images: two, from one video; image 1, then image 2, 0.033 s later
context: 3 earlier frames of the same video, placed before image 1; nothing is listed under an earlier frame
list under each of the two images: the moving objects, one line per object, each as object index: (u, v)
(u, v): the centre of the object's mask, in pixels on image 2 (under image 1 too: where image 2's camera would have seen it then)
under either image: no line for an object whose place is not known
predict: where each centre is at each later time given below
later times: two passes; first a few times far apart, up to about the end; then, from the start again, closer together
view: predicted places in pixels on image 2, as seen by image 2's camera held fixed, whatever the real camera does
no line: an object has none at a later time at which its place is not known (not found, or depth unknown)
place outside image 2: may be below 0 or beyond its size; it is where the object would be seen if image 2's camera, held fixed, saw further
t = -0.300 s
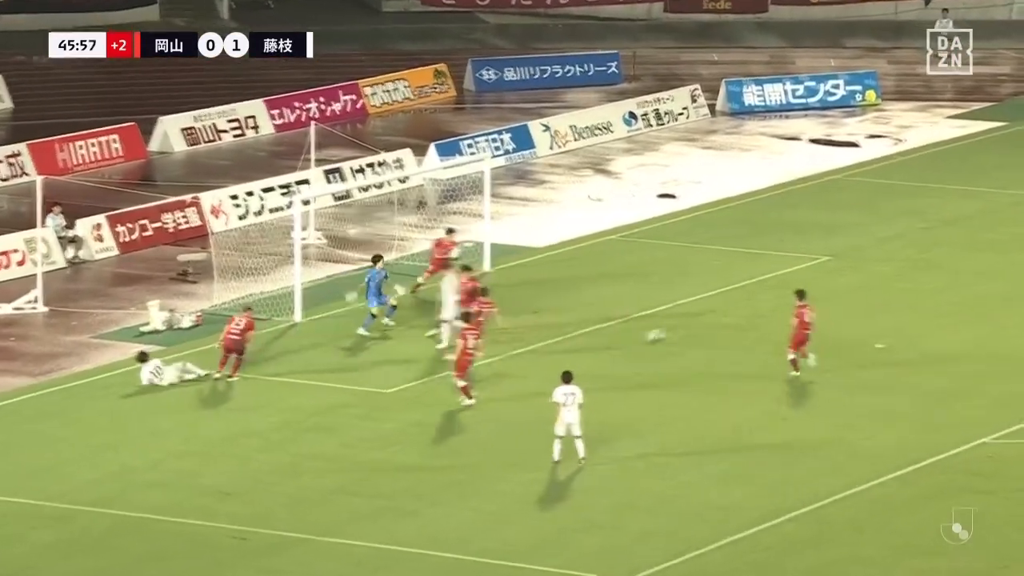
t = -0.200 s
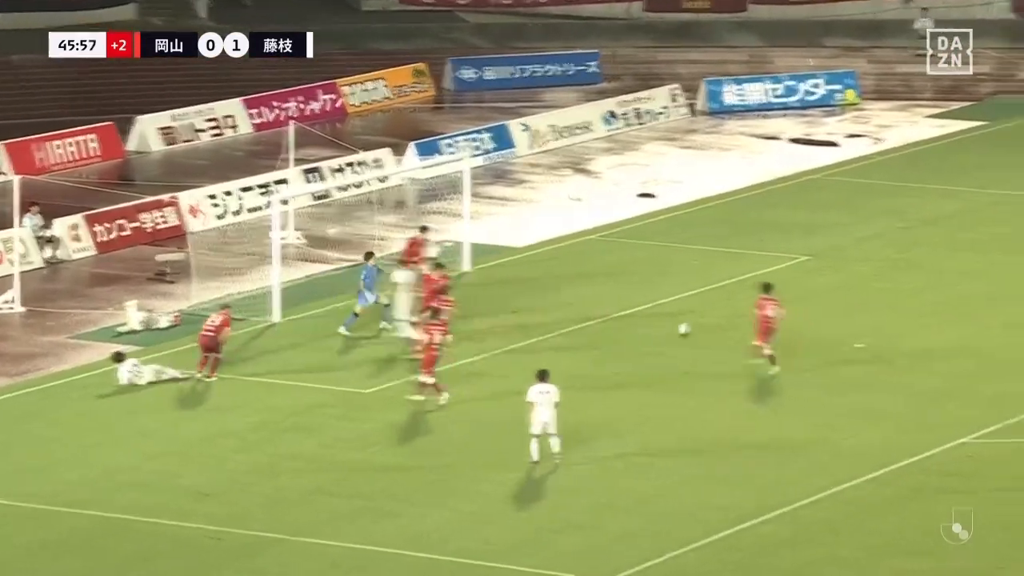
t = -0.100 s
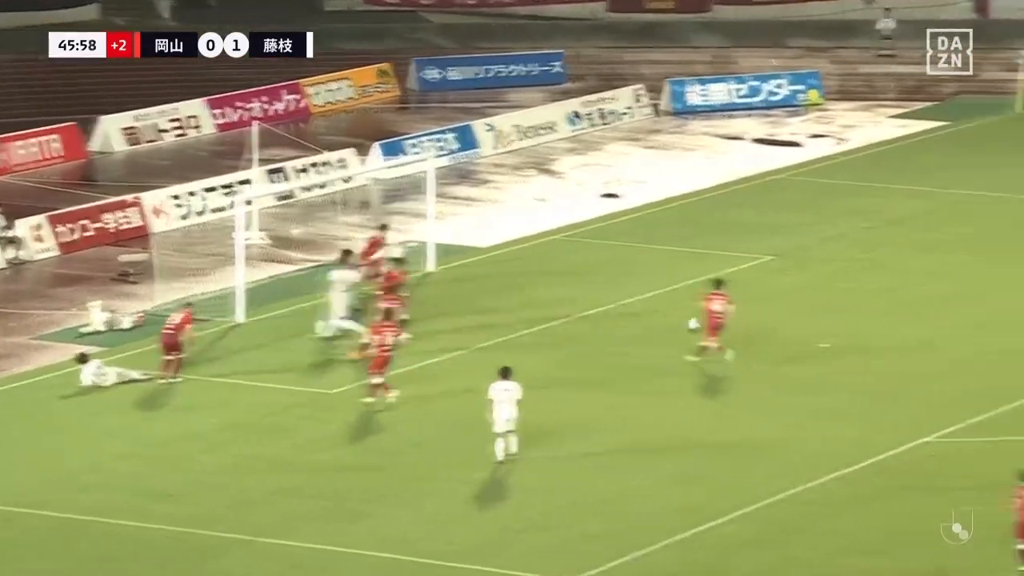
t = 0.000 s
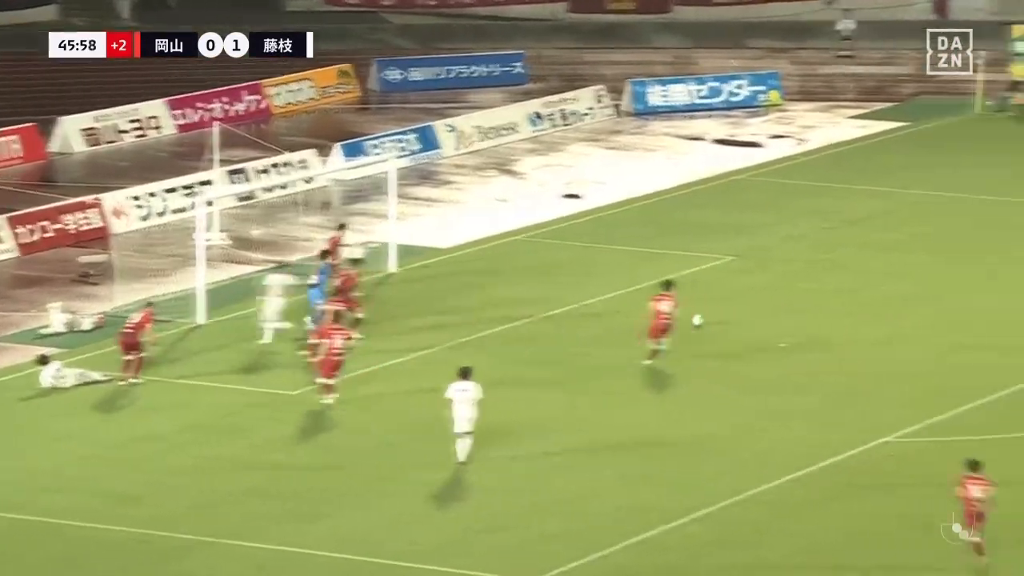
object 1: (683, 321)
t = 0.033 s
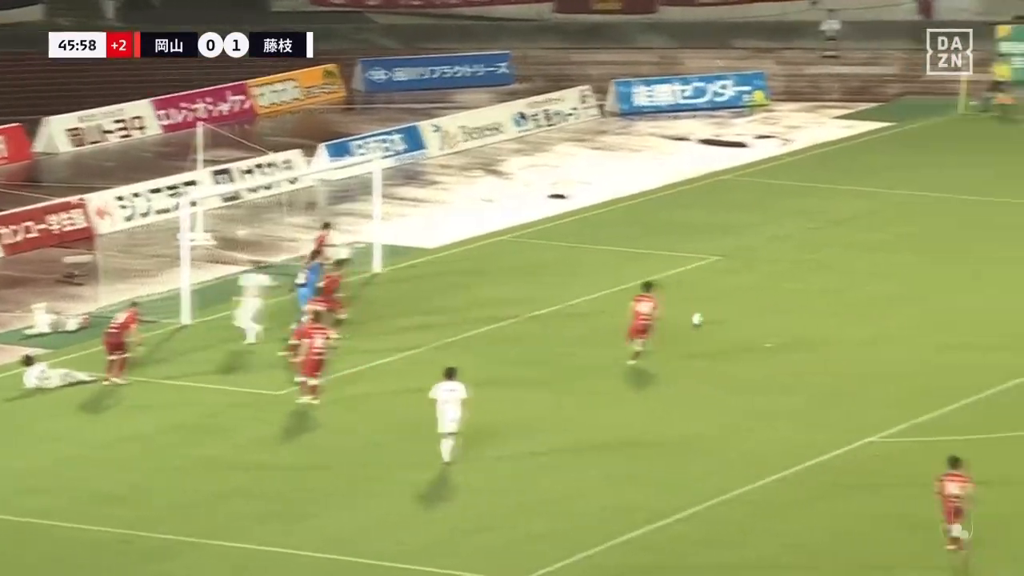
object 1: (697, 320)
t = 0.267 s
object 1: (779, 310)
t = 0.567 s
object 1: (866, 301)
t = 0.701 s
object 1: (903, 297)
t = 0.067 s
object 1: (710, 317)
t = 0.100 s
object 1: (721, 316)
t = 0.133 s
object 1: (734, 315)
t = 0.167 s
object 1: (746, 314)
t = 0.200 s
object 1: (756, 313)
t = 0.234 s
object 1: (768, 312)
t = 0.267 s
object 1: (779, 310)
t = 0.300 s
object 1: (789, 310)
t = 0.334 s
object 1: (800, 308)
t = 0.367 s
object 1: (809, 307)
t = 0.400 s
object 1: (819, 305)
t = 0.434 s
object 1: (829, 304)
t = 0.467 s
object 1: (839, 304)
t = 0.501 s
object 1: (848, 303)
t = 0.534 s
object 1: (857, 302)
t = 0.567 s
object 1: (866, 301)
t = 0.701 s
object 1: (903, 297)
